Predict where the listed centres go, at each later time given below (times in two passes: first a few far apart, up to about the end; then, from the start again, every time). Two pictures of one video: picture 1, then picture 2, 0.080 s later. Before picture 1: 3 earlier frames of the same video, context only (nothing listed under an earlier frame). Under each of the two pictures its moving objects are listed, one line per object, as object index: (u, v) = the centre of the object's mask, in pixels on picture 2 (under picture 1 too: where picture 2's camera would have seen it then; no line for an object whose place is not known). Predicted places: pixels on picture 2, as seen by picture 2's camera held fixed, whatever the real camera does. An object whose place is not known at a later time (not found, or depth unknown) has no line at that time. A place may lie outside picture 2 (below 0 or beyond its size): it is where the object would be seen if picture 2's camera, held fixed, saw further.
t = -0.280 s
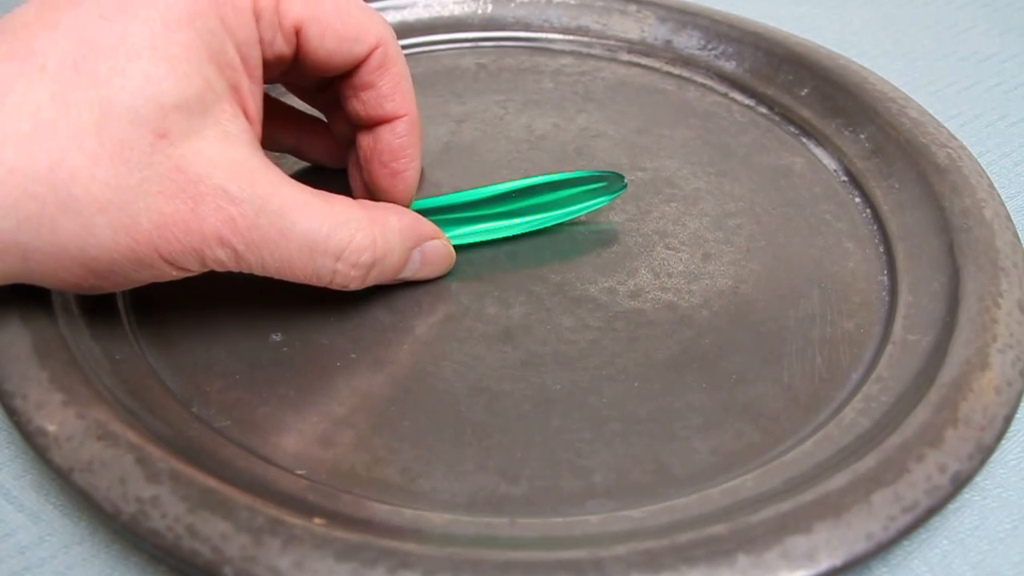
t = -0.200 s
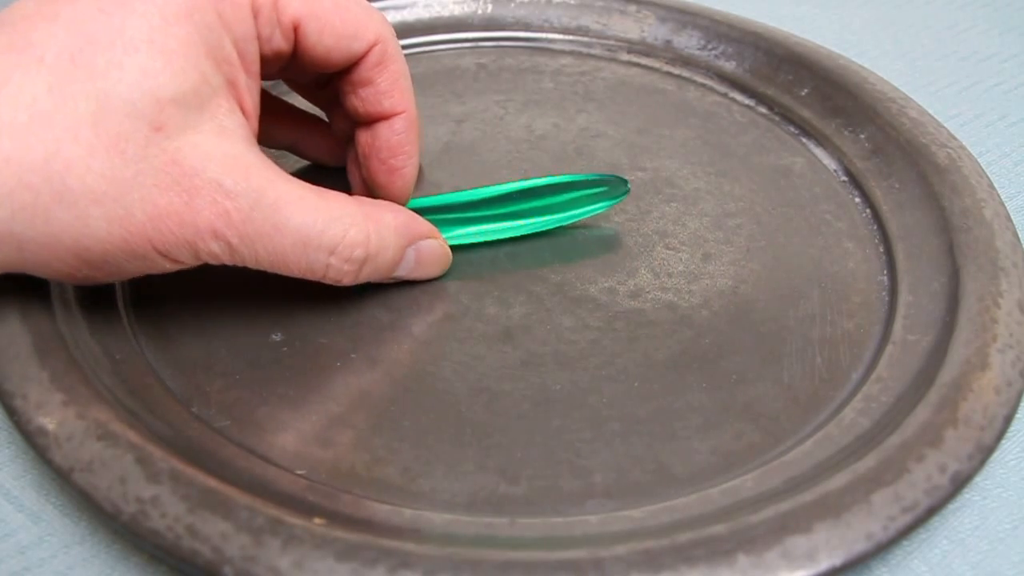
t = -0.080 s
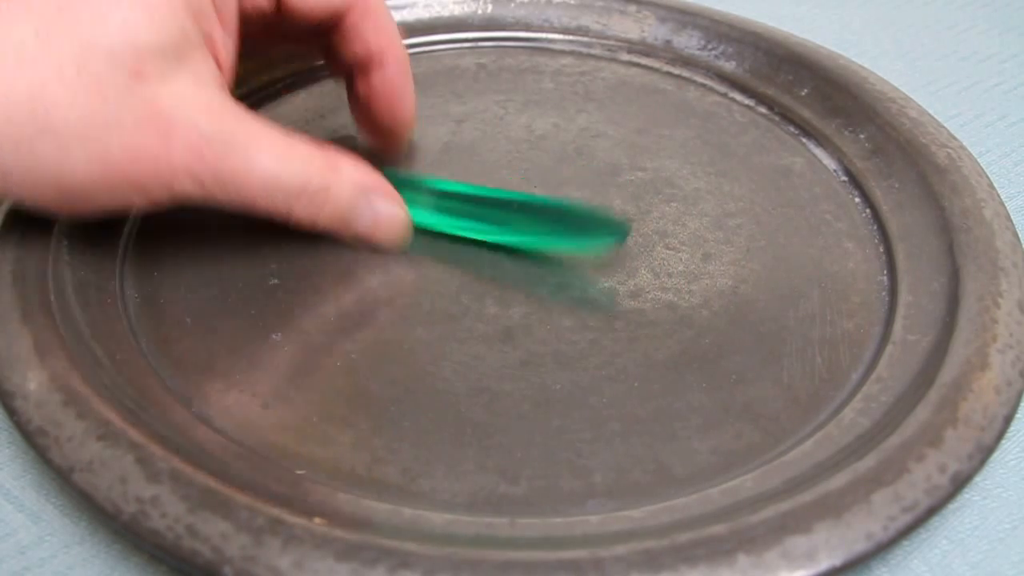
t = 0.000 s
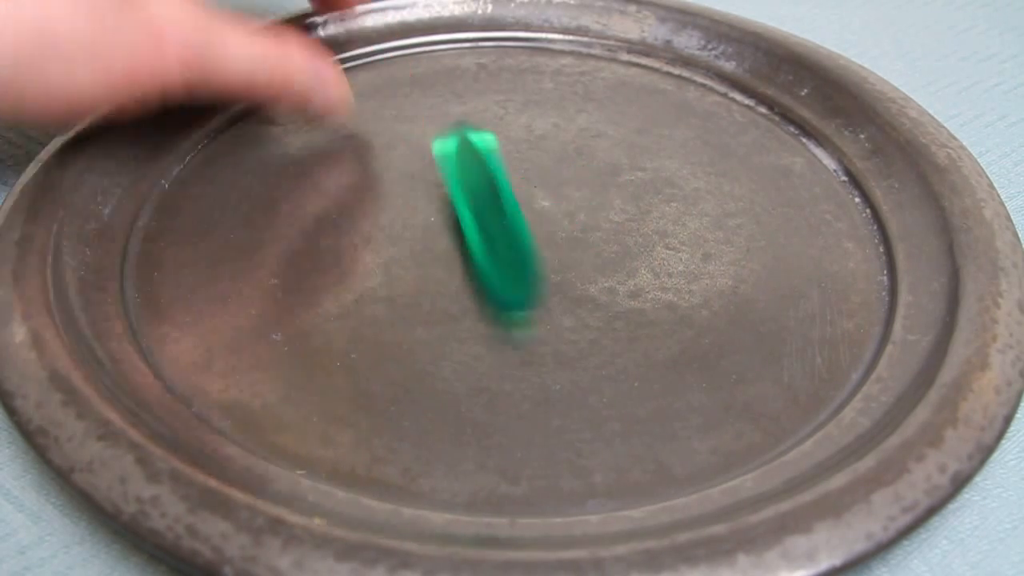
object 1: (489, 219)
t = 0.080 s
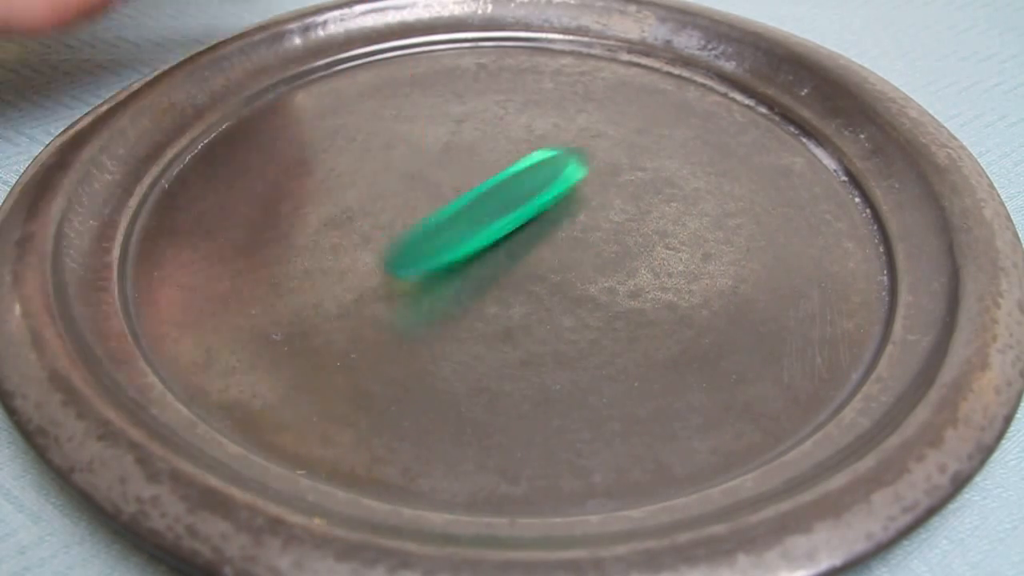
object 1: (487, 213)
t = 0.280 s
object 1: (496, 210)
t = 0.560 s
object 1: (499, 208)
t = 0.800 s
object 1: (498, 221)
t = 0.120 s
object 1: (486, 209)
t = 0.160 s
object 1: (491, 211)
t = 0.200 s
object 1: (497, 215)
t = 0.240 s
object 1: (500, 214)
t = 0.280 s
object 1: (496, 210)
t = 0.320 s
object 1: (491, 219)
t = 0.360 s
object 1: (482, 215)
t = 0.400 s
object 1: (481, 214)
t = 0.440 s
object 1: (485, 210)
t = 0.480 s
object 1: (492, 206)
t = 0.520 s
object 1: (493, 204)
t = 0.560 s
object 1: (499, 208)
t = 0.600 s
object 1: (501, 209)
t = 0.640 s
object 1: (507, 211)
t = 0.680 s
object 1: (506, 208)
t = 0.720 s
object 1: (506, 219)
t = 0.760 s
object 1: (499, 218)
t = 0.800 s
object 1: (498, 221)
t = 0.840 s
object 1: (500, 214)
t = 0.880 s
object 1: (498, 218)
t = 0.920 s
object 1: (491, 224)
